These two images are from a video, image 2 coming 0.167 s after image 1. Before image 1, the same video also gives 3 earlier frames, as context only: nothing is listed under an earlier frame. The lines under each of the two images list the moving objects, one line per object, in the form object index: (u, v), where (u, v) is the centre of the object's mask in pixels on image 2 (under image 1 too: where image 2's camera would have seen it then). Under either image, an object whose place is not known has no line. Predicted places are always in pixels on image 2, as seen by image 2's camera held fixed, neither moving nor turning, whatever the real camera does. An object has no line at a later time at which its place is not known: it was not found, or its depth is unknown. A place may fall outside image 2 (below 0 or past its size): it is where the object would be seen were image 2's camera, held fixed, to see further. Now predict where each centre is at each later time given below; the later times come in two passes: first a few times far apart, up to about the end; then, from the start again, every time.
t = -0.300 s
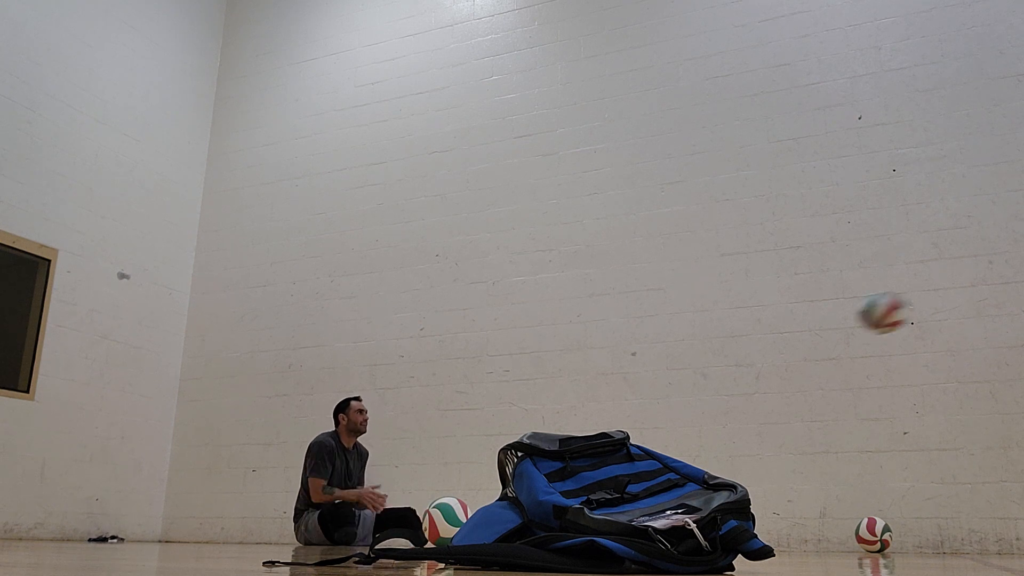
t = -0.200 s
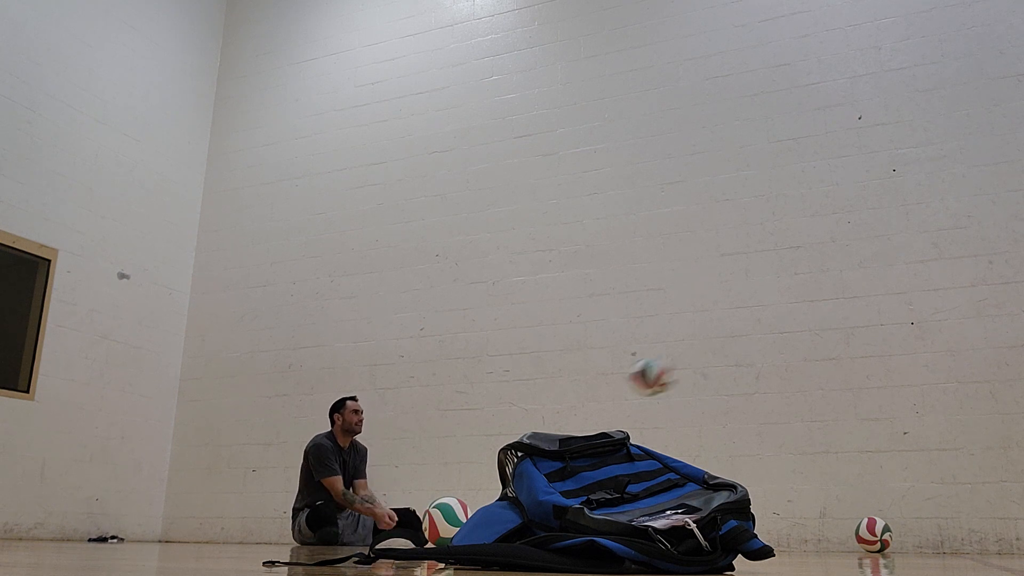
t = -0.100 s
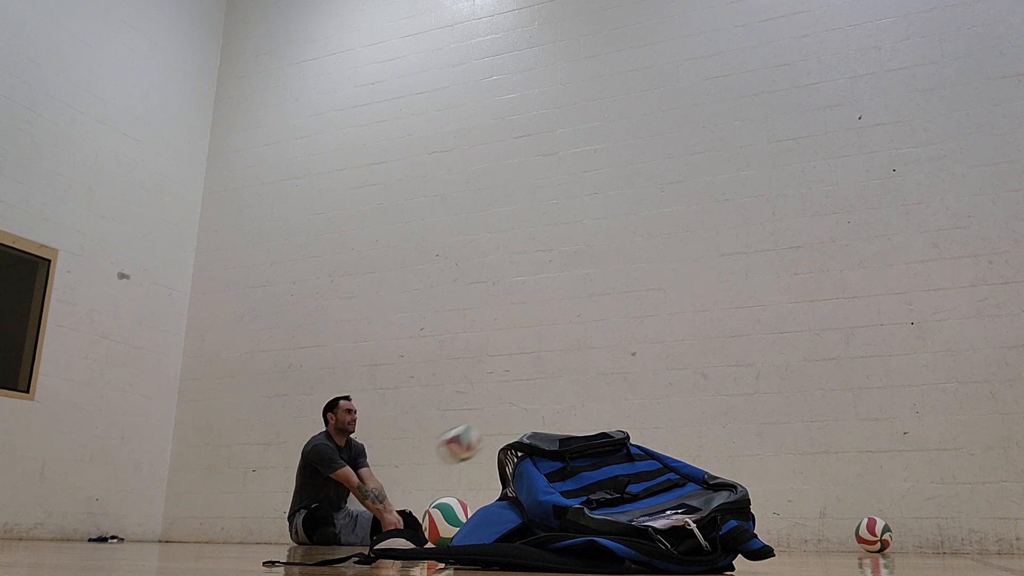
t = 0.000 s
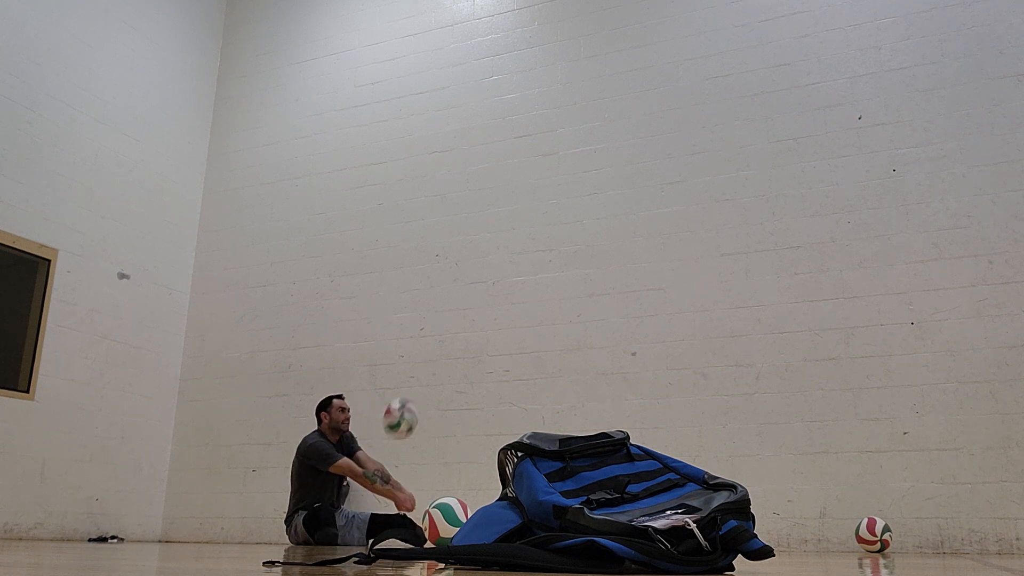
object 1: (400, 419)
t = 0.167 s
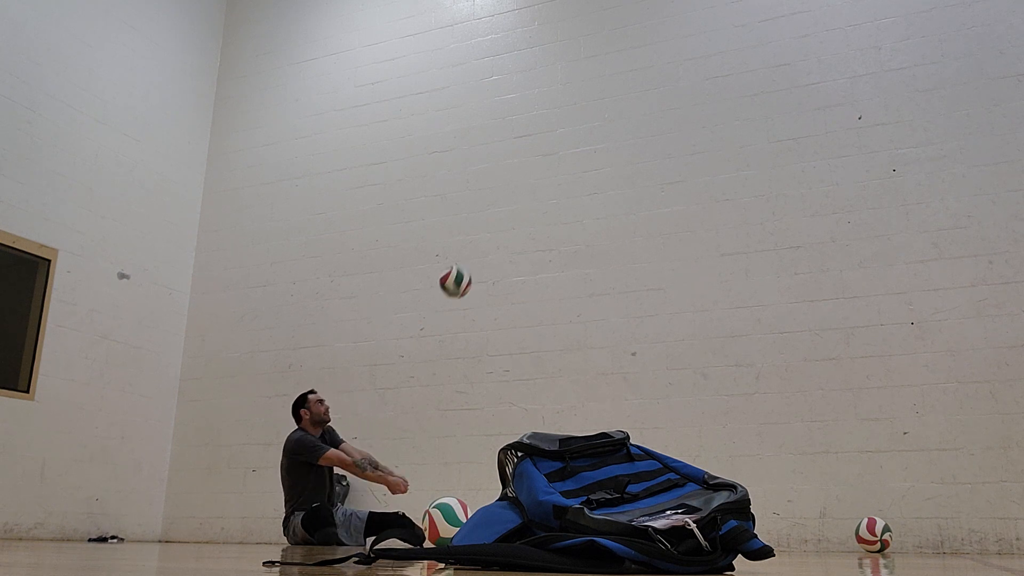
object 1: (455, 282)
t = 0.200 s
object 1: (465, 262)
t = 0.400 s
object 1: (514, 185)
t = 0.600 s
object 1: (556, 168)
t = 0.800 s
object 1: (595, 199)
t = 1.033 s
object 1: (639, 295)
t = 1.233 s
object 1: (659, 383)
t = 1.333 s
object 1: (670, 445)
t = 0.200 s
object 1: (465, 262)
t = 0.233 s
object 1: (473, 244)
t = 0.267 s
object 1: (483, 228)
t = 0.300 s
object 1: (491, 216)
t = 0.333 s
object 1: (499, 204)
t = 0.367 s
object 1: (507, 193)
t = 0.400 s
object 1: (514, 185)
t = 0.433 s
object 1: (522, 178)
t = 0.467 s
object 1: (530, 173)
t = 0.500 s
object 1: (536, 170)
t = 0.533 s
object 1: (543, 168)
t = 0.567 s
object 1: (549, 167)
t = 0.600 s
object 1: (556, 168)
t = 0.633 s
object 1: (563, 169)
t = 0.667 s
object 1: (569, 173)
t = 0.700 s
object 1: (576, 178)
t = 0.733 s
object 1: (582, 184)
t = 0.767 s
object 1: (589, 191)
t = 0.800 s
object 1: (595, 199)
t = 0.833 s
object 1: (601, 209)
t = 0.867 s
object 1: (607, 220)
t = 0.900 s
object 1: (614, 233)
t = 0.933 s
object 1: (620, 246)
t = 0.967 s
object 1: (627, 261)
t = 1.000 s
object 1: (633, 278)
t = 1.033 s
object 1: (639, 295)
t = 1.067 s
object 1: (644, 309)
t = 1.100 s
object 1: (647, 320)
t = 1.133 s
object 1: (649, 333)
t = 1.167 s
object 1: (652, 348)
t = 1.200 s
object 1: (656, 365)
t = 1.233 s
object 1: (659, 383)
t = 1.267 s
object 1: (662, 402)
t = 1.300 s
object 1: (666, 425)
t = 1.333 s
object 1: (670, 445)
